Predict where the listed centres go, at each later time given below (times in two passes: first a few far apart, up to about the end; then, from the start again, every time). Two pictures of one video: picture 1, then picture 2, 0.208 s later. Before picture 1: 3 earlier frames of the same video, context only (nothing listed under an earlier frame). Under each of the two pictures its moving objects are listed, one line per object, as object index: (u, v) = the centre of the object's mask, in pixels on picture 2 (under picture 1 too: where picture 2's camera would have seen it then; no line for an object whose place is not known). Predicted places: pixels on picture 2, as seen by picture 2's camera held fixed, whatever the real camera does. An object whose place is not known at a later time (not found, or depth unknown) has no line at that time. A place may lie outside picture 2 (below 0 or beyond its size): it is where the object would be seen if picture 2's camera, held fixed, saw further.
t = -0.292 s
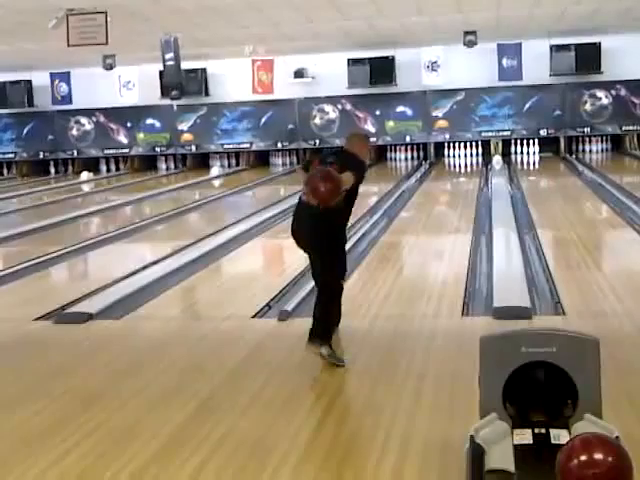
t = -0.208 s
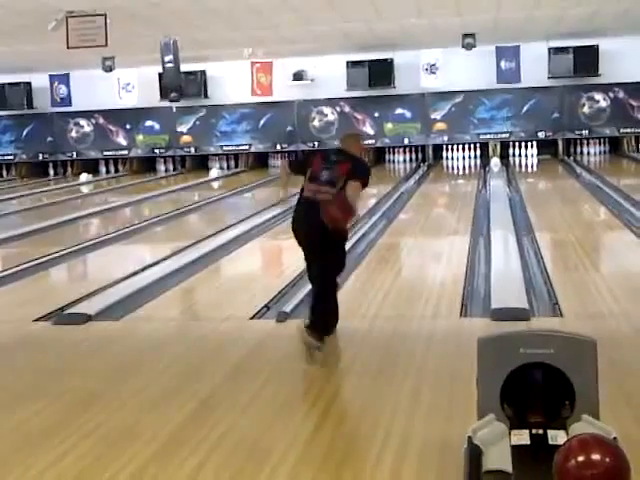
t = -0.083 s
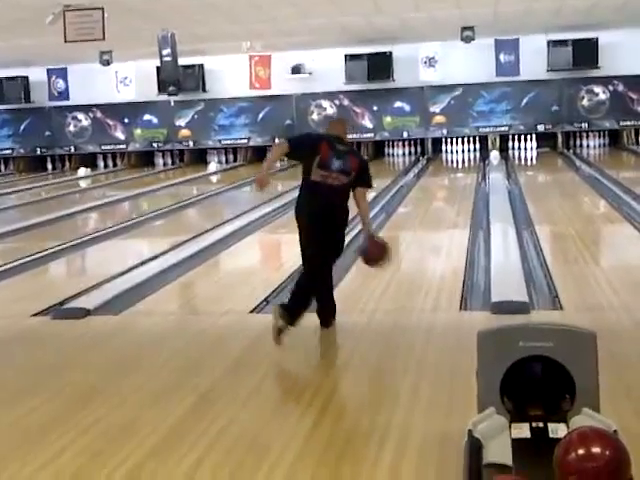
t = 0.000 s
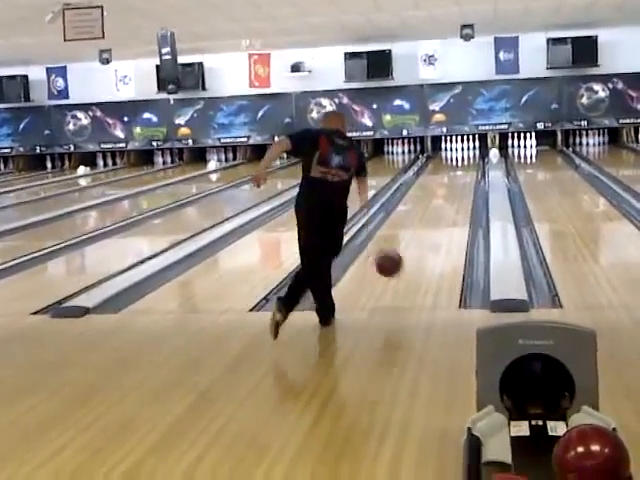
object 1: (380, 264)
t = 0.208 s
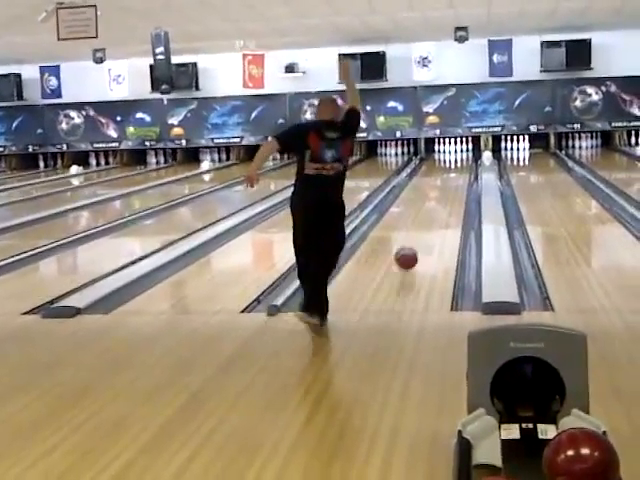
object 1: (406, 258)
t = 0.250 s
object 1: (410, 256)
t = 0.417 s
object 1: (422, 237)
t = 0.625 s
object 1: (434, 219)
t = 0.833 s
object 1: (444, 205)
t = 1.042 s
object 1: (451, 194)
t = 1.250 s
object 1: (457, 185)
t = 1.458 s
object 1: (461, 178)
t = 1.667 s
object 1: (464, 173)
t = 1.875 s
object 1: (468, 168)
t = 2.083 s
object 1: (471, 163)
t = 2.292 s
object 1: (472, 160)
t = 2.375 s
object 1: (472, 160)
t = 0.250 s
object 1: (410, 256)
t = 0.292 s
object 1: (413, 251)
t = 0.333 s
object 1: (416, 246)
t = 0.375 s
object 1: (419, 241)
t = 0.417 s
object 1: (422, 237)
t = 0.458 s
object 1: (425, 233)
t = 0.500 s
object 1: (428, 229)
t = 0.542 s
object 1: (430, 225)
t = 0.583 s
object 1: (432, 222)
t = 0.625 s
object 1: (434, 219)
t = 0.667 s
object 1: (437, 215)
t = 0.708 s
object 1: (439, 213)
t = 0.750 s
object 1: (441, 210)
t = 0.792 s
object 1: (443, 208)
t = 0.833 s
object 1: (444, 205)
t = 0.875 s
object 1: (446, 203)
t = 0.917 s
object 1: (447, 201)
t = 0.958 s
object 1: (449, 199)
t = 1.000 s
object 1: (450, 197)
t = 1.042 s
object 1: (451, 194)
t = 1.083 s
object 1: (453, 192)
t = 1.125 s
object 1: (454, 190)
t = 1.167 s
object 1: (455, 189)
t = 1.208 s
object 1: (456, 187)
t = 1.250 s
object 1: (457, 185)
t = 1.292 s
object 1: (458, 184)
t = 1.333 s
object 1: (459, 182)
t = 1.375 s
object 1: (460, 181)
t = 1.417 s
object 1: (461, 179)
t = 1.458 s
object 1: (461, 178)
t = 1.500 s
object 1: (462, 177)
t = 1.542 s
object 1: (463, 177)
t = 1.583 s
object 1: (463, 176)
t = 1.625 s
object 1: (463, 174)
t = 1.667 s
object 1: (464, 173)
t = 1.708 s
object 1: (465, 171)
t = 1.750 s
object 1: (465, 171)
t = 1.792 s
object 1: (466, 170)
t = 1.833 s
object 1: (467, 169)
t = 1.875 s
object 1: (468, 168)
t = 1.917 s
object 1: (468, 167)
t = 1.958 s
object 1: (470, 167)
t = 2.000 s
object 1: (471, 166)
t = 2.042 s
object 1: (470, 165)
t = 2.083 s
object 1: (471, 163)
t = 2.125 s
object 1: (471, 163)
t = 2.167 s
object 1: (472, 163)
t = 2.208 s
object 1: (472, 162)
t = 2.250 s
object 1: (472, 161)
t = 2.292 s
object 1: (472, 160)
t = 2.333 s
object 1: (472, 160)
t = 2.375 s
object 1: (472, 160)
